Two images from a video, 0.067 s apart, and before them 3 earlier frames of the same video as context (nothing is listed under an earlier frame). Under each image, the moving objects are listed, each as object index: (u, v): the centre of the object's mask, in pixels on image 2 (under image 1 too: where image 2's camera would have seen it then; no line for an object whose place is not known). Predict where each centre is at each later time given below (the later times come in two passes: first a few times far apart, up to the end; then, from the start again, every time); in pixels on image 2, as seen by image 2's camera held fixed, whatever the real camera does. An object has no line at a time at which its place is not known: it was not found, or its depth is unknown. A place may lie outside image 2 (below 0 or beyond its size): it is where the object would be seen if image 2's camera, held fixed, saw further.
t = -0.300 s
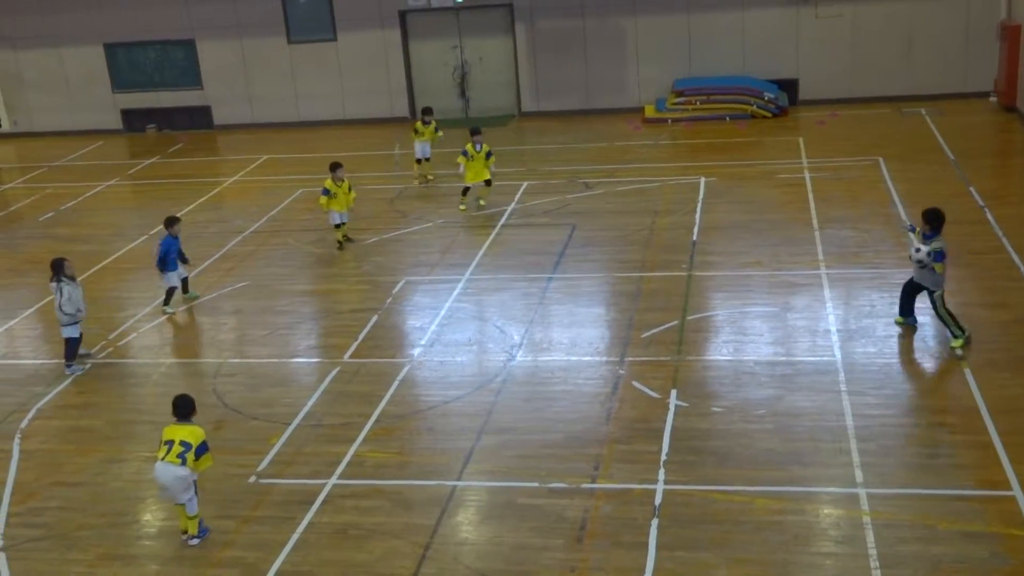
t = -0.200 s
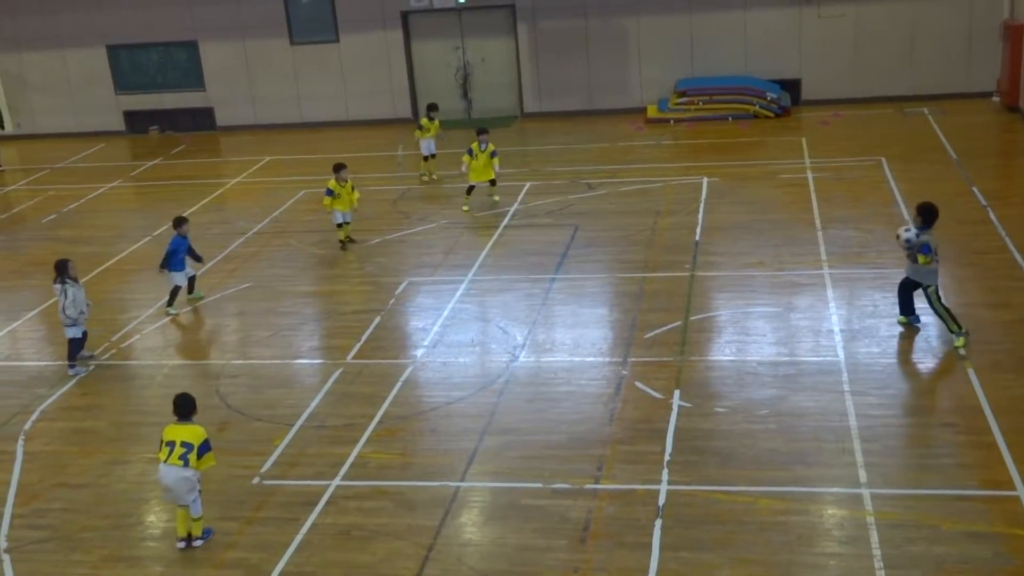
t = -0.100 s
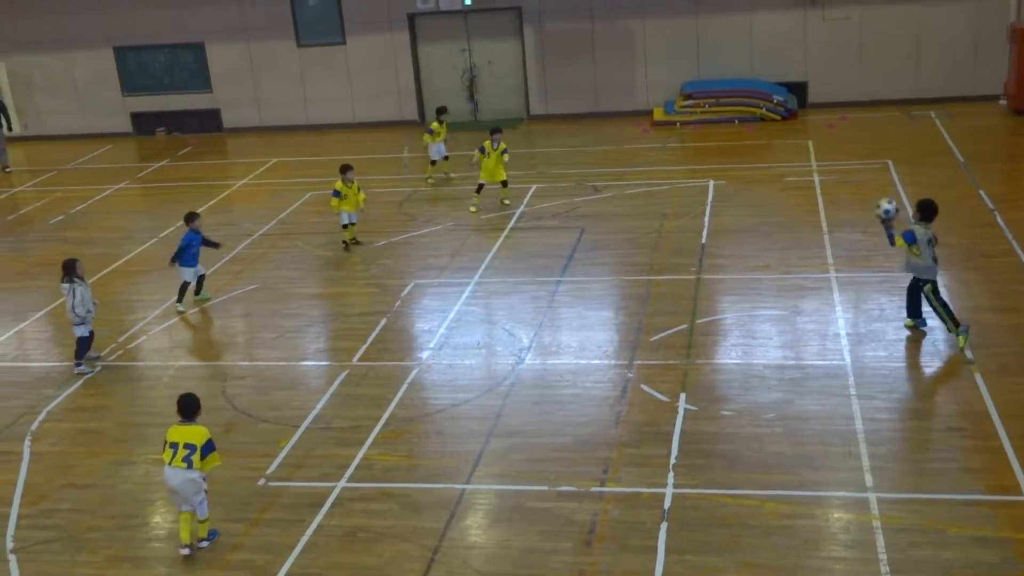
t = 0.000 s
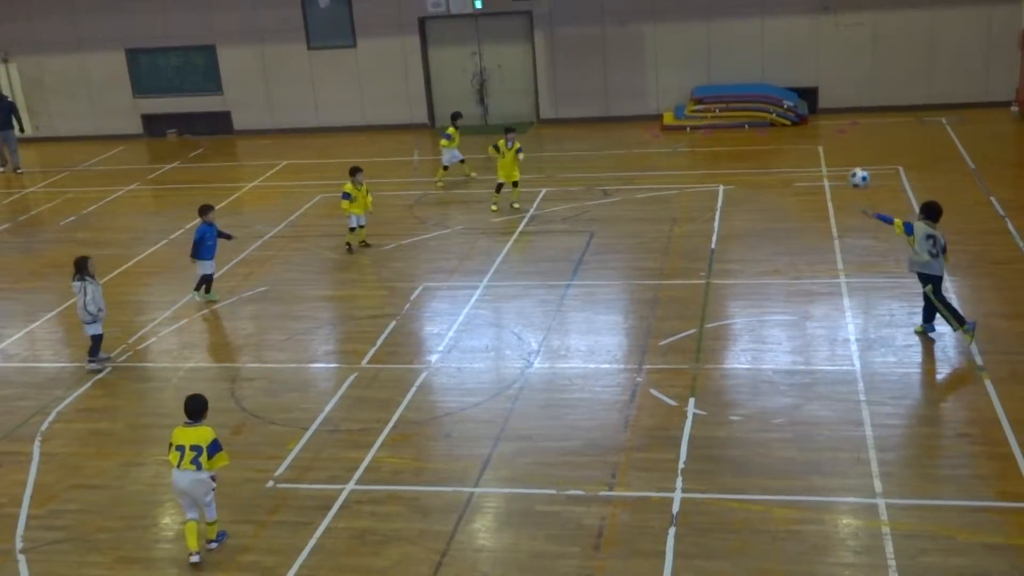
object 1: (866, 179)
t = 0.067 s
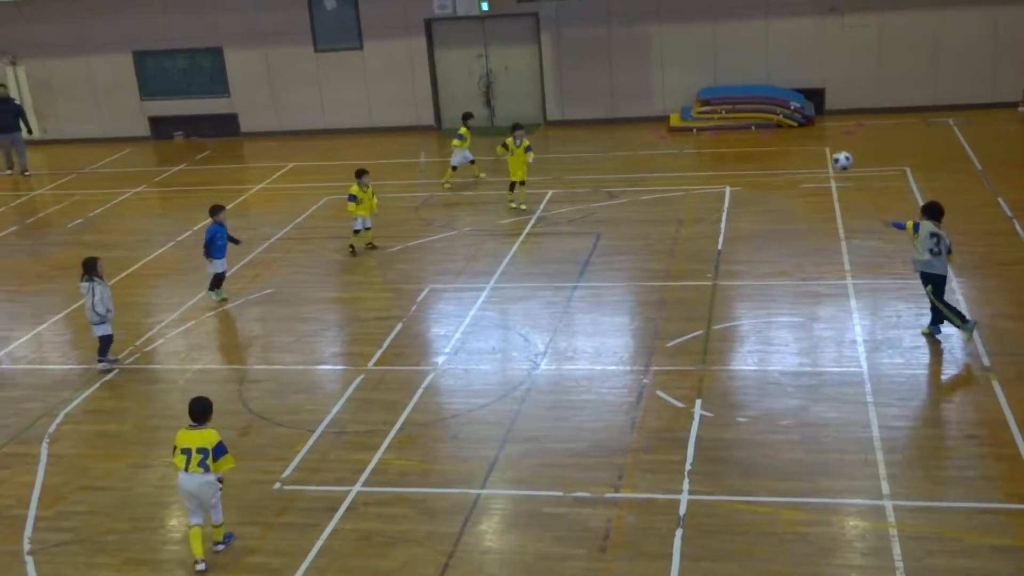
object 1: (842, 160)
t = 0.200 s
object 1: (796, 139)
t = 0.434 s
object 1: (732, 141)
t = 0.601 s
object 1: (696, 168)
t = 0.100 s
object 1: (830, 153)
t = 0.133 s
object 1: (819, 146)
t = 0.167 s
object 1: (807, 142)
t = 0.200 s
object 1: (796, 139)
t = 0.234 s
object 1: (786, 136)
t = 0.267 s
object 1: (777, 135)
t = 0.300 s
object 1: (767, 134)
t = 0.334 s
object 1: (758, 134)
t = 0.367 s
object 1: (749, 135)
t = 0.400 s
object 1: (740, 137)
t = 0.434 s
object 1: (732, 141)
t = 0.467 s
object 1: (726, 144)
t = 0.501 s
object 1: (718, 149)
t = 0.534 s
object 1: (710, 155)
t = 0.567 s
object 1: (703, 160)
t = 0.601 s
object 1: (696, 168)
